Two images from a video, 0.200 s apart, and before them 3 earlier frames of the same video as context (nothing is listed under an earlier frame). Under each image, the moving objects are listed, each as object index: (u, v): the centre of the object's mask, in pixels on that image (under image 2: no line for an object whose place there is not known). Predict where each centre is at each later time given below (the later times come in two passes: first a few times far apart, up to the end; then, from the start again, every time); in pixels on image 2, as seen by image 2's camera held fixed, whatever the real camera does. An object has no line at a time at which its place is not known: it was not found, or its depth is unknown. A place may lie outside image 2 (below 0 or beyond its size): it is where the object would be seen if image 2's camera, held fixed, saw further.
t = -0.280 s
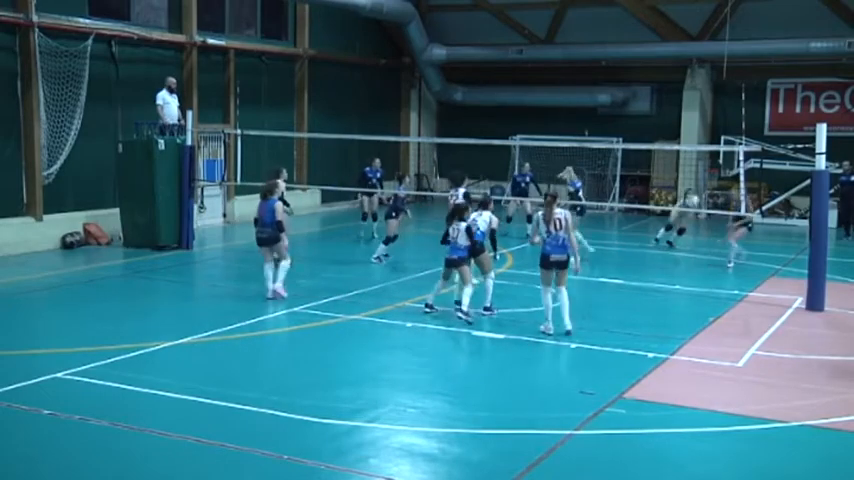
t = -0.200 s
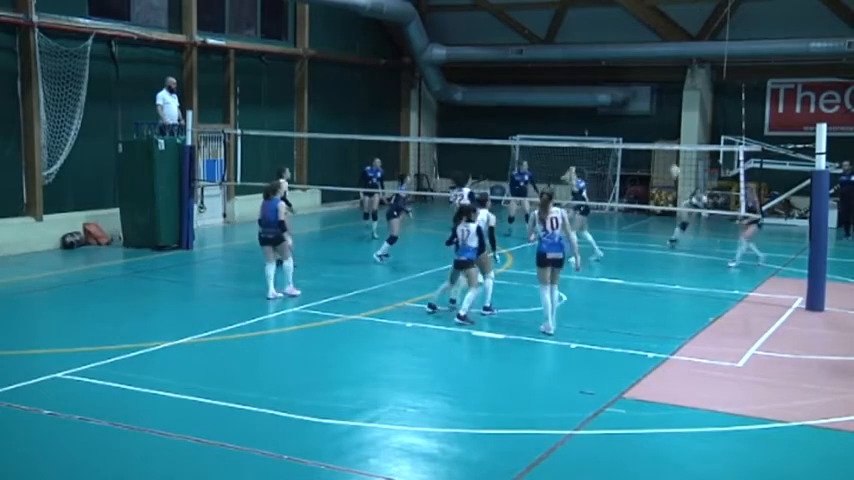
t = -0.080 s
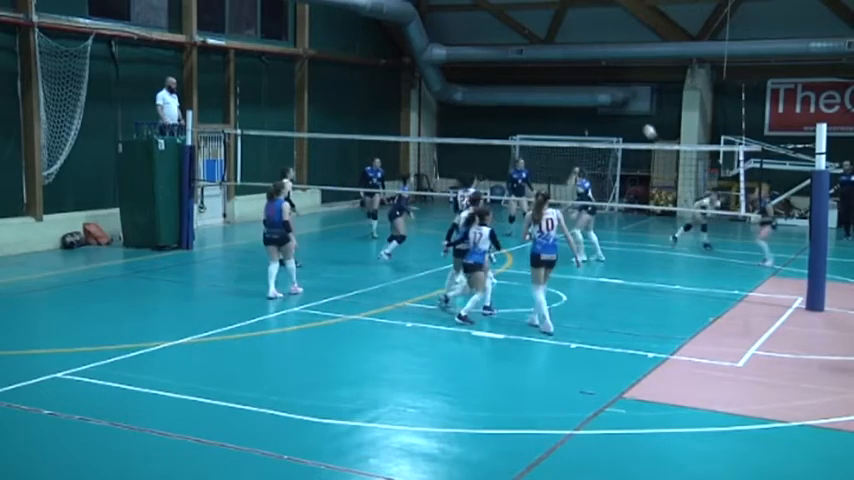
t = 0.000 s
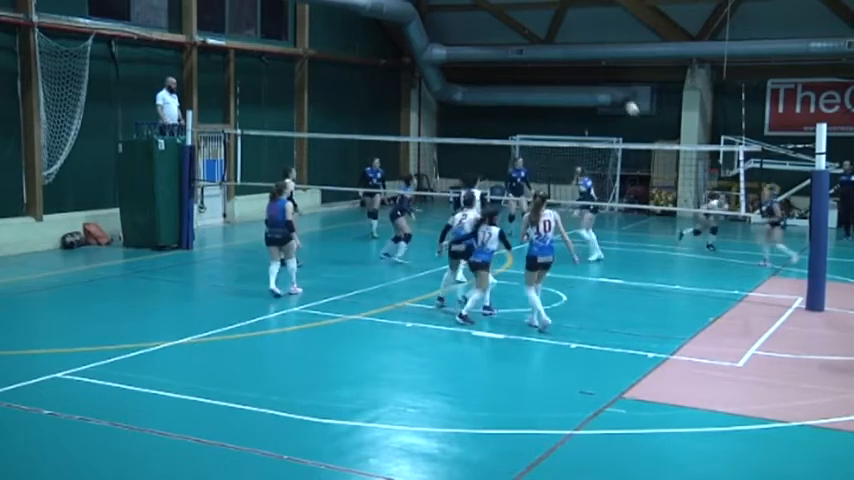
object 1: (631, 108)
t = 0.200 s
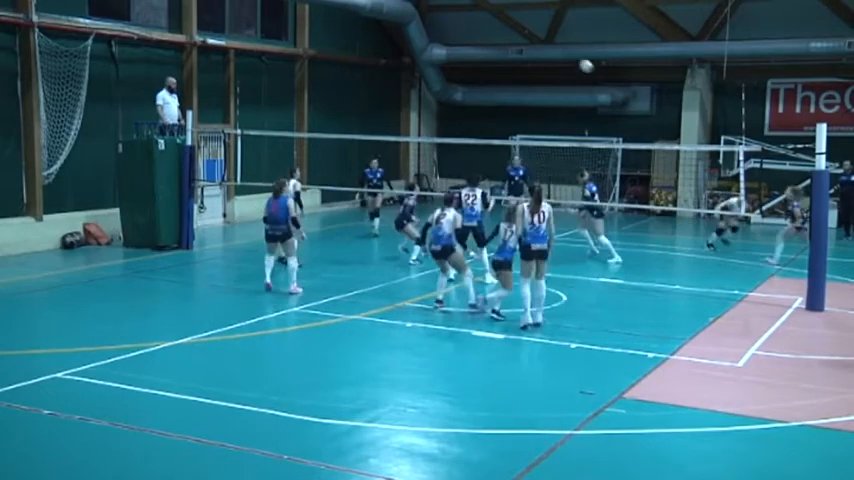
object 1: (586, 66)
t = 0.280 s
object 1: (567, 55)
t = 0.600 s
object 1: (491, 42)
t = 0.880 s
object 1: (424, 75)
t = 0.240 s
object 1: (576, 60)
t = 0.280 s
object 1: (567, 55)
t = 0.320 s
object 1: (558, 50)
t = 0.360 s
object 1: (548, 46)
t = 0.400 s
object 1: (538, 43)
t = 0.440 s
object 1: (529, 41)
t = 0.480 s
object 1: (520, 41)
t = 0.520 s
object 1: (511, 40)
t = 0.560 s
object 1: (501, 41)
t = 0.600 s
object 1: (491, 42)
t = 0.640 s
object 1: (482, 44)
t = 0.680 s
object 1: (473, 47)
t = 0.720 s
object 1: (462, 51)
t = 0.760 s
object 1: (453, 56)
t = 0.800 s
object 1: (444, 62)
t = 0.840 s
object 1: (434, 68)
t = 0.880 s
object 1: (424, 75)
